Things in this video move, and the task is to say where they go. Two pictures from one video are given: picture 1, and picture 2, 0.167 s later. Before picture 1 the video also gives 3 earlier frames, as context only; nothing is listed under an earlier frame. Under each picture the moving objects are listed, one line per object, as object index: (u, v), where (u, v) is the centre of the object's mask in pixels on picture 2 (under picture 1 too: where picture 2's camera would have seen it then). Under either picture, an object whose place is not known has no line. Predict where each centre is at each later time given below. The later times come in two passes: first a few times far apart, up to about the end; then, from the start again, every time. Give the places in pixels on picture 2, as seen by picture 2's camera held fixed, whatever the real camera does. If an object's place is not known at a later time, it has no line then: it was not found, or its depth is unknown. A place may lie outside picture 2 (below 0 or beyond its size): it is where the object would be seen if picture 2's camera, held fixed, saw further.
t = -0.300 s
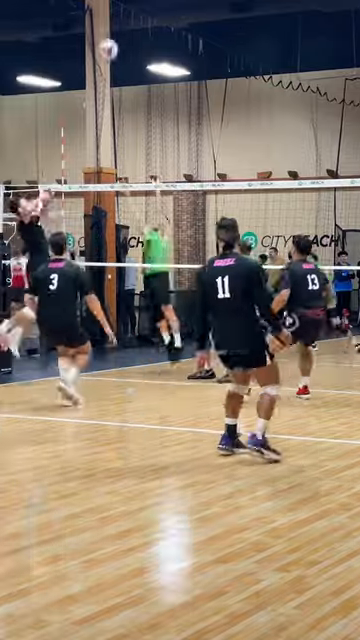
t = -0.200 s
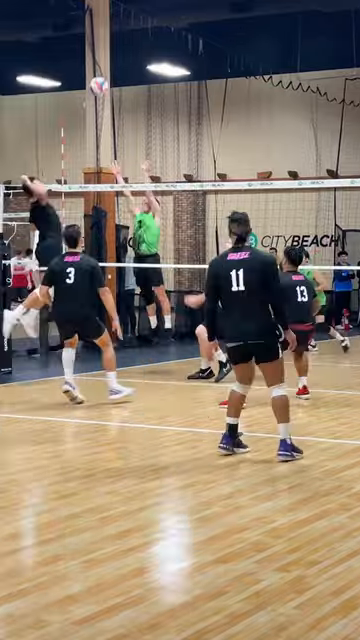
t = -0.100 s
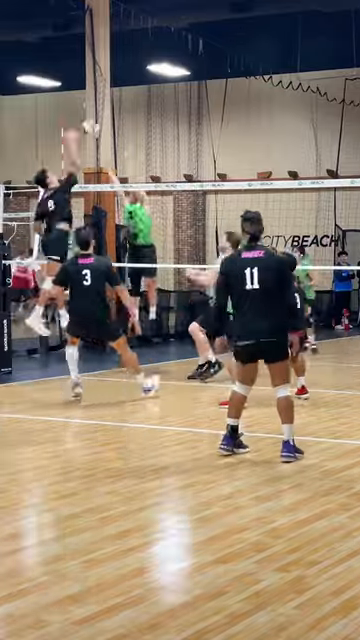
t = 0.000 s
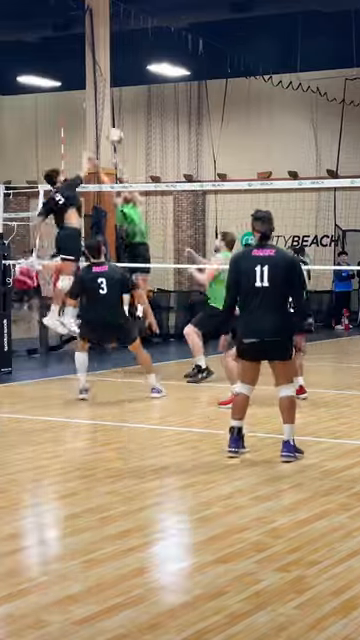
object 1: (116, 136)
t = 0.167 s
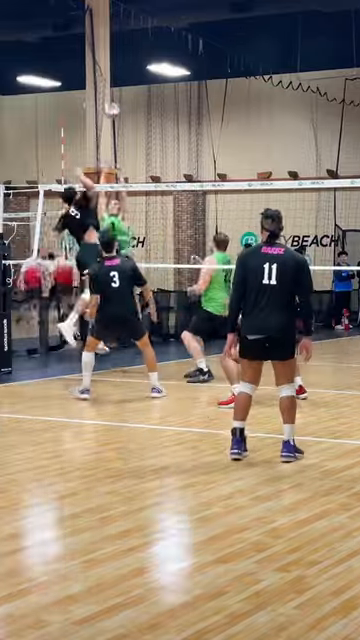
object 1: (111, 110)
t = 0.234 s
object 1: (110, 107)
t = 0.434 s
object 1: (107, 115)
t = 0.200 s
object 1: (110, 107)
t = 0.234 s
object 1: (110, 107)
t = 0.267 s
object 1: (109, 106)
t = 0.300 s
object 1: (109, 106)
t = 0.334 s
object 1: (109, 108)
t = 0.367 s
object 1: (108, 109)
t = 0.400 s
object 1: (107, 112)
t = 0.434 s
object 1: (107, 115)
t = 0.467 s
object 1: (105, 120)
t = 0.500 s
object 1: (106, 124)
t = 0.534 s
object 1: (105, 130)
